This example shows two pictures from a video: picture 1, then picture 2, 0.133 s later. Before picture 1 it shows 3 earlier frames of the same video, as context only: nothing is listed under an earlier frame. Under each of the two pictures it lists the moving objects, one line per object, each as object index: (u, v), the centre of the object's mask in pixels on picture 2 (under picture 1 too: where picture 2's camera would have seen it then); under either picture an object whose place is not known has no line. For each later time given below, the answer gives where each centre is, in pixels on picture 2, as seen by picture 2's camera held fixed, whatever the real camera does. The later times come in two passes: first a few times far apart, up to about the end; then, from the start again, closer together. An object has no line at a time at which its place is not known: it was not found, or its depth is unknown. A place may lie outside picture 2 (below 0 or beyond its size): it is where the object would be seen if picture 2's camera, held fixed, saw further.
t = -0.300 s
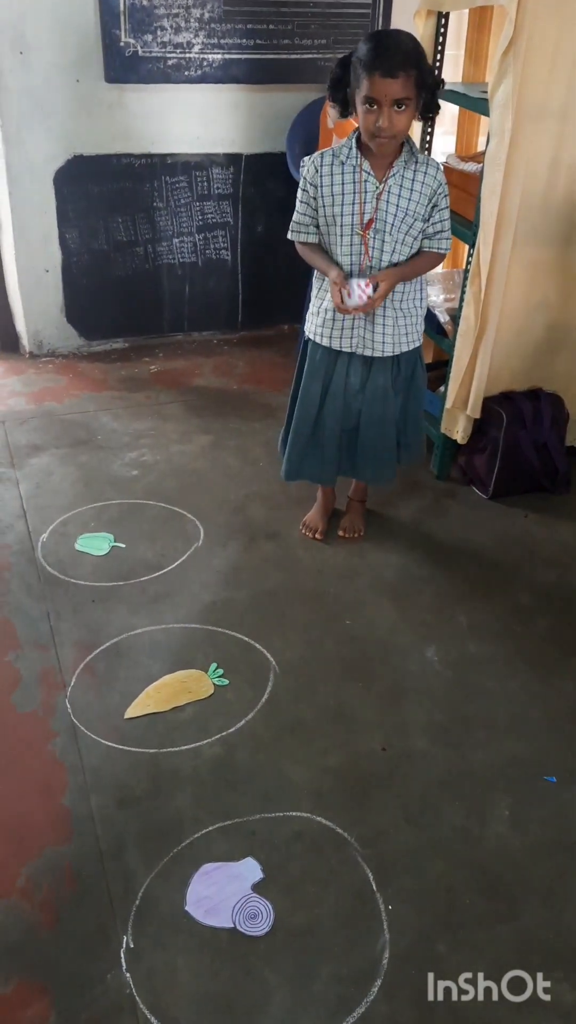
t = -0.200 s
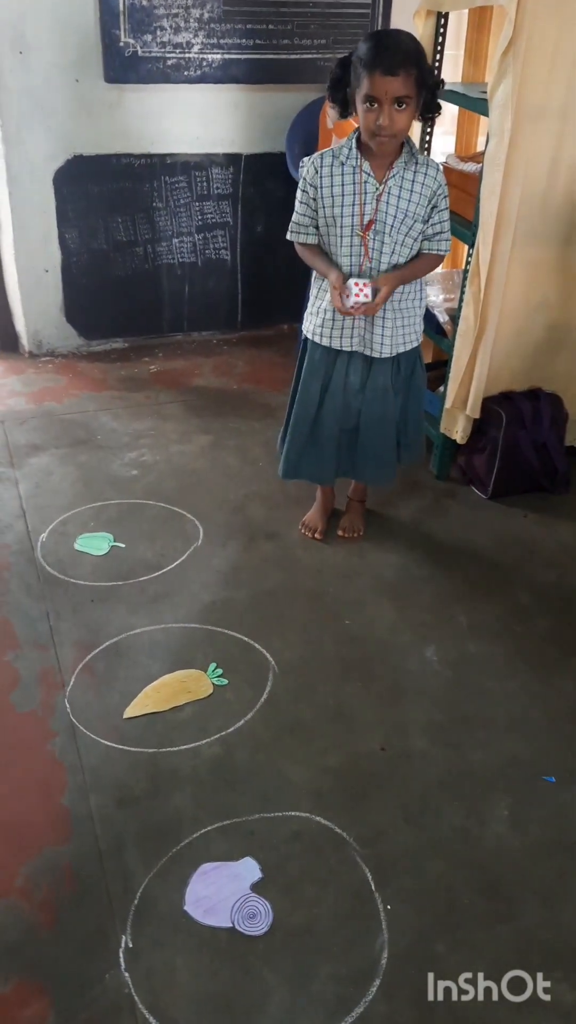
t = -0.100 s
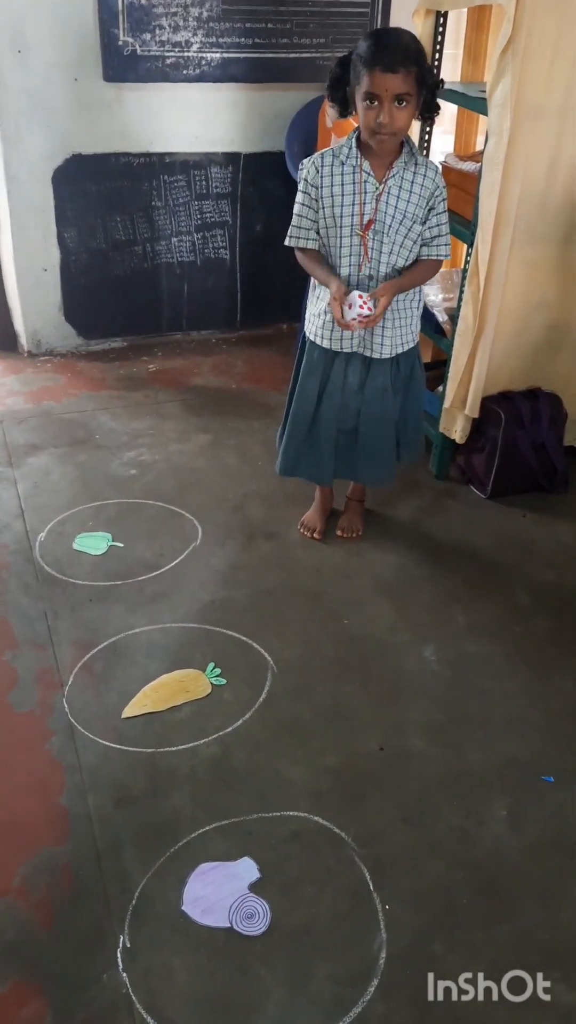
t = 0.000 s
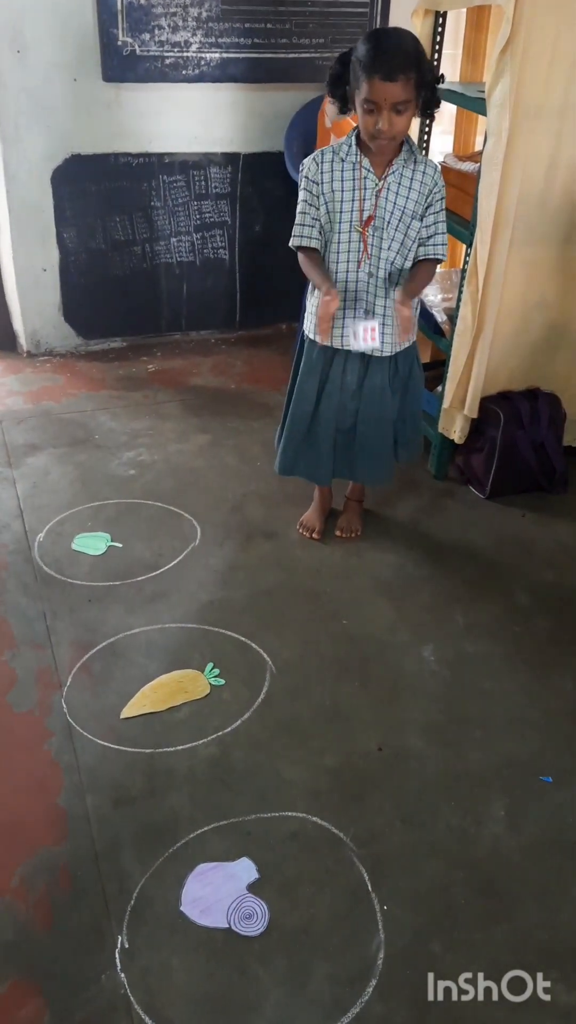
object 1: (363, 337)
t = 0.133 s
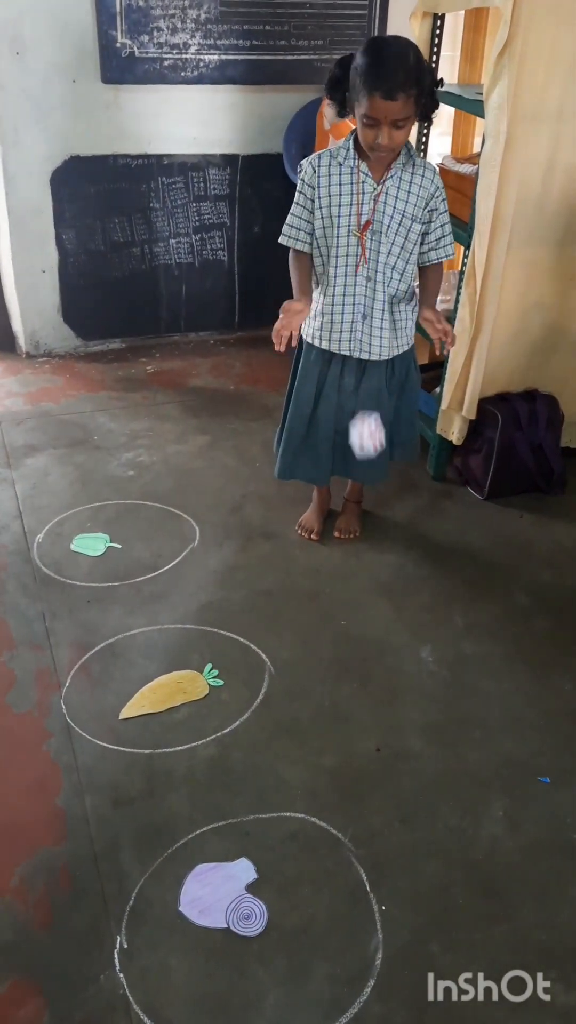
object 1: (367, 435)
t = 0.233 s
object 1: (366, 548)
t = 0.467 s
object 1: (358, 650)
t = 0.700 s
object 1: (335, 655)
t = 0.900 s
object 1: (332, 660)
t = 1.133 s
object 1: (335, 659)
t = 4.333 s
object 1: (334, 659)
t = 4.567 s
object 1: (334, 659)
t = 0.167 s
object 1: (366, 470)
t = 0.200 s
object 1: (366, 508)
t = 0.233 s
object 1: (366, 548)
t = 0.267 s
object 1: (364, 592)
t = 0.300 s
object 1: (363, 628)
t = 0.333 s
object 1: (363, 630)
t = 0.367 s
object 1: (363, 632)
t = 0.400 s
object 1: (361, 639)
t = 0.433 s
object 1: (360, 646)
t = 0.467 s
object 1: (358, 650)
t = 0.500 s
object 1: (354, 650)
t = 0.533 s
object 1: (351, 650)
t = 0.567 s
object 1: (348, 651)
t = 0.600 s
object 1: (344, 652)
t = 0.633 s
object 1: (340, 651)
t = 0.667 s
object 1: (338, 652)
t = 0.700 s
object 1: (335, 655)
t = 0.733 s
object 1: (334, 658)
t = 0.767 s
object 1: (333, 659)
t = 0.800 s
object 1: (332, 660)
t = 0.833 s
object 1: (331, 660)
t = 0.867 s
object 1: (331, 660)
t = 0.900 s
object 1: (332, 660)
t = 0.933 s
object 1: (333, 659)
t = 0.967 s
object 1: (335, 659)
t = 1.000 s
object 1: (336, 659)
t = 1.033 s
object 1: (335, 659)
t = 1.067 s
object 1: (334, 659)
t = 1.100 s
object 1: (335, 659)
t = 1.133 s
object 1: (335, 659)
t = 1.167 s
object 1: (335, 659)
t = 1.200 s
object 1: (335, 659)
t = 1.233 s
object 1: (335, 659)
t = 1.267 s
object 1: (335, 659)
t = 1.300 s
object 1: (335, 659)
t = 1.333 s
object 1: (335, 659)
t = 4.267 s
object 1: (334, 659)
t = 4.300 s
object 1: (334, 659)
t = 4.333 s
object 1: (334, 659)
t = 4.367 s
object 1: (334, 659)
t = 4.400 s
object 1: (334, 659)
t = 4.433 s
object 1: (334, 659)
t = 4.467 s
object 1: (334, 659)
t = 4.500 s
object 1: (334, 659)
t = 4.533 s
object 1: (334, 659)
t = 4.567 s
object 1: (334, 659)
